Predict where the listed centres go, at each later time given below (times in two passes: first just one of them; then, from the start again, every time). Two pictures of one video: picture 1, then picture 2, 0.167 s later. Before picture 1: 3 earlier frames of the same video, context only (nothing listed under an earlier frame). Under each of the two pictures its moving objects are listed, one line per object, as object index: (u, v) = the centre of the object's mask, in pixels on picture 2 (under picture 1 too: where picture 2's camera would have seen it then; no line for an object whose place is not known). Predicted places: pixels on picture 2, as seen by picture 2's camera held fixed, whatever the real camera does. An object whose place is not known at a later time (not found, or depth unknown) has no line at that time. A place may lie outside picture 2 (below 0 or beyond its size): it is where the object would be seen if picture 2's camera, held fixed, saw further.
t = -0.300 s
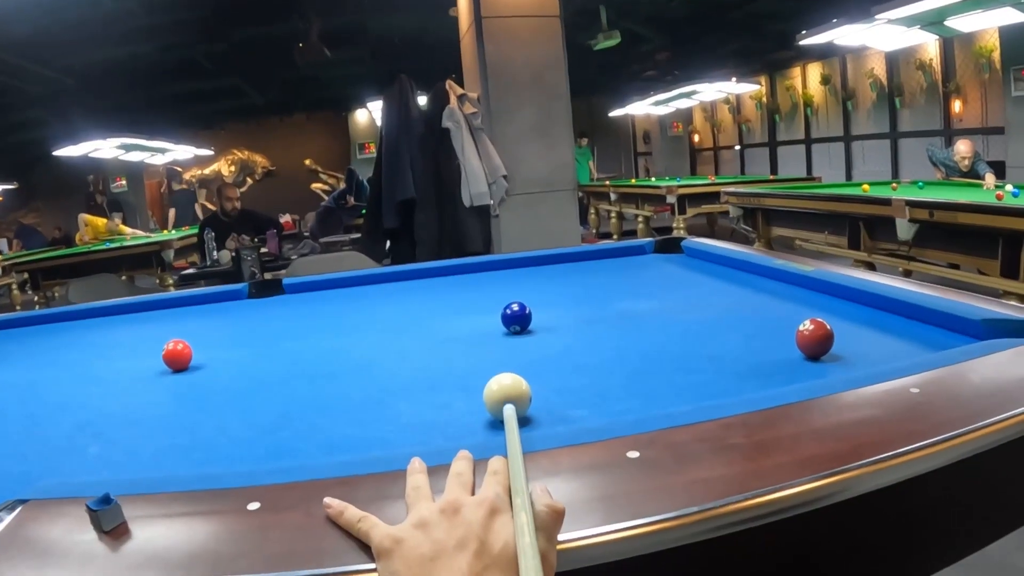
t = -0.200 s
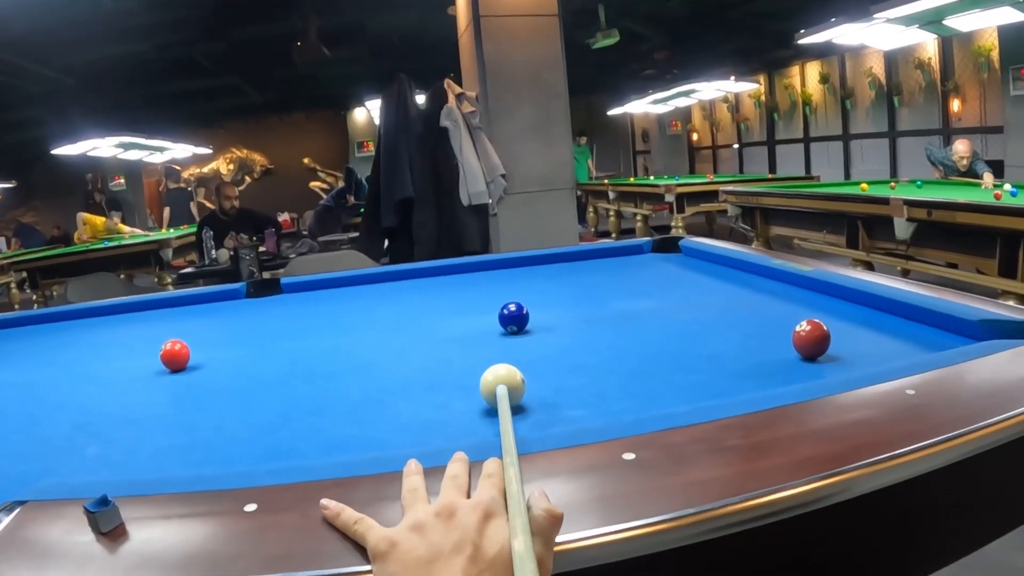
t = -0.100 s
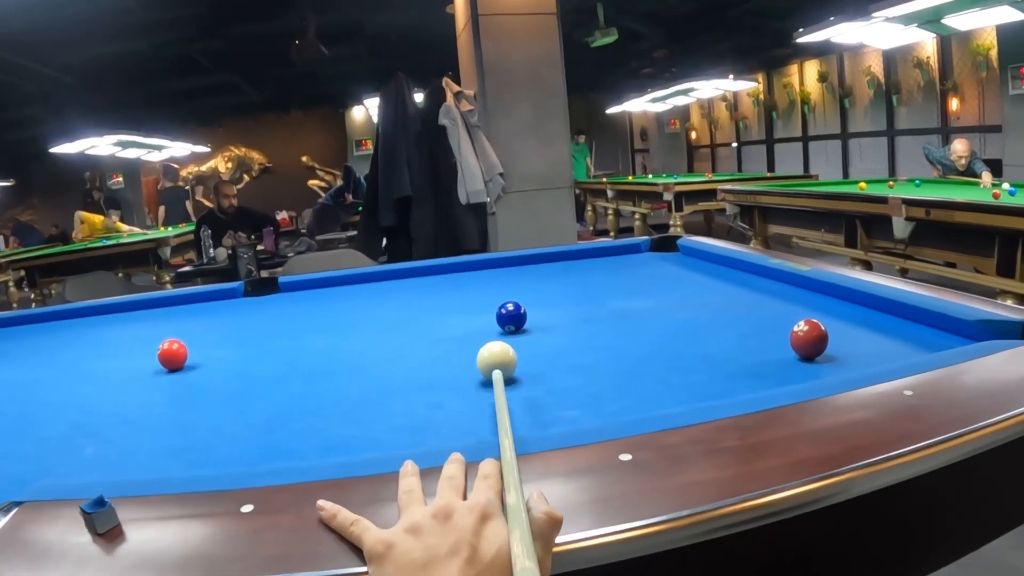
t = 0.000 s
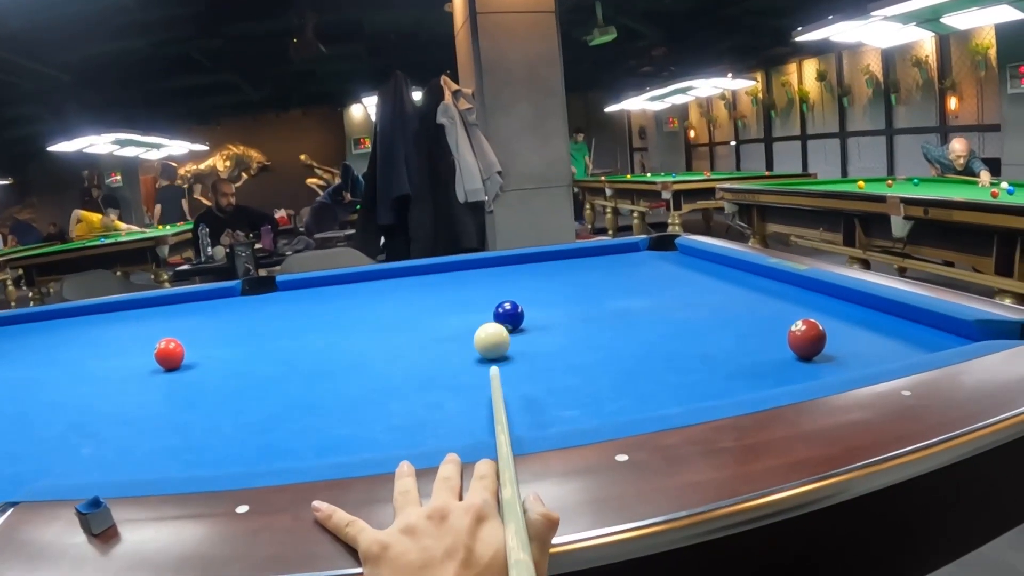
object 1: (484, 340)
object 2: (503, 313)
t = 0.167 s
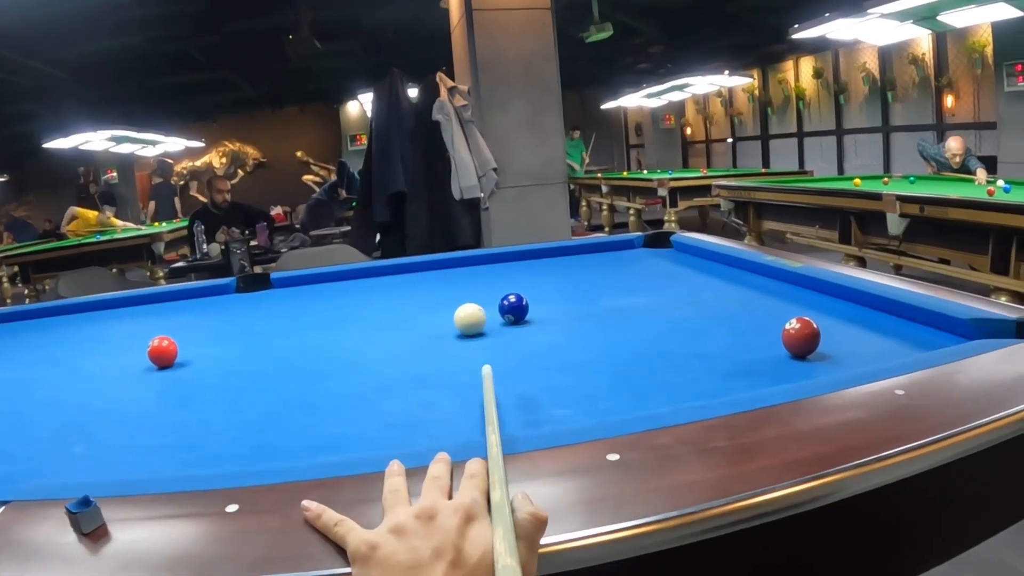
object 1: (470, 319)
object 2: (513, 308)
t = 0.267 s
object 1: (451, 314)
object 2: (527, 301)
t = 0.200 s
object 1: (463, 318)
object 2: (518, 306)
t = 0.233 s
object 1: (457, 316)
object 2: (523, 303)
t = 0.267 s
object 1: (451, 314)
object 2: (527, 301)
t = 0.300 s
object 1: (445, 313)
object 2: (531, 299)
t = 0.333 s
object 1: (439, 311)
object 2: (534, 297)
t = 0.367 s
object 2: (538, 295)
